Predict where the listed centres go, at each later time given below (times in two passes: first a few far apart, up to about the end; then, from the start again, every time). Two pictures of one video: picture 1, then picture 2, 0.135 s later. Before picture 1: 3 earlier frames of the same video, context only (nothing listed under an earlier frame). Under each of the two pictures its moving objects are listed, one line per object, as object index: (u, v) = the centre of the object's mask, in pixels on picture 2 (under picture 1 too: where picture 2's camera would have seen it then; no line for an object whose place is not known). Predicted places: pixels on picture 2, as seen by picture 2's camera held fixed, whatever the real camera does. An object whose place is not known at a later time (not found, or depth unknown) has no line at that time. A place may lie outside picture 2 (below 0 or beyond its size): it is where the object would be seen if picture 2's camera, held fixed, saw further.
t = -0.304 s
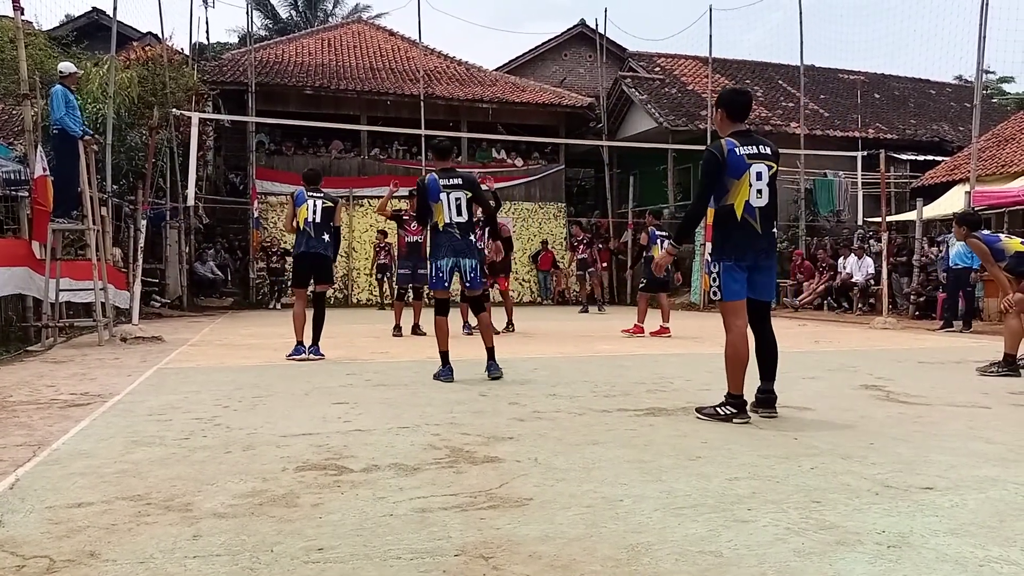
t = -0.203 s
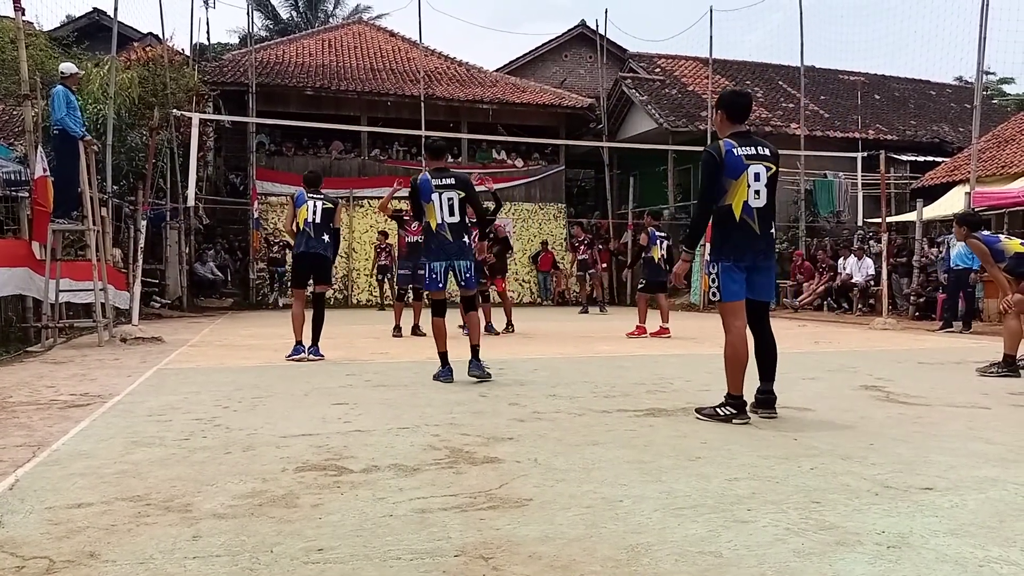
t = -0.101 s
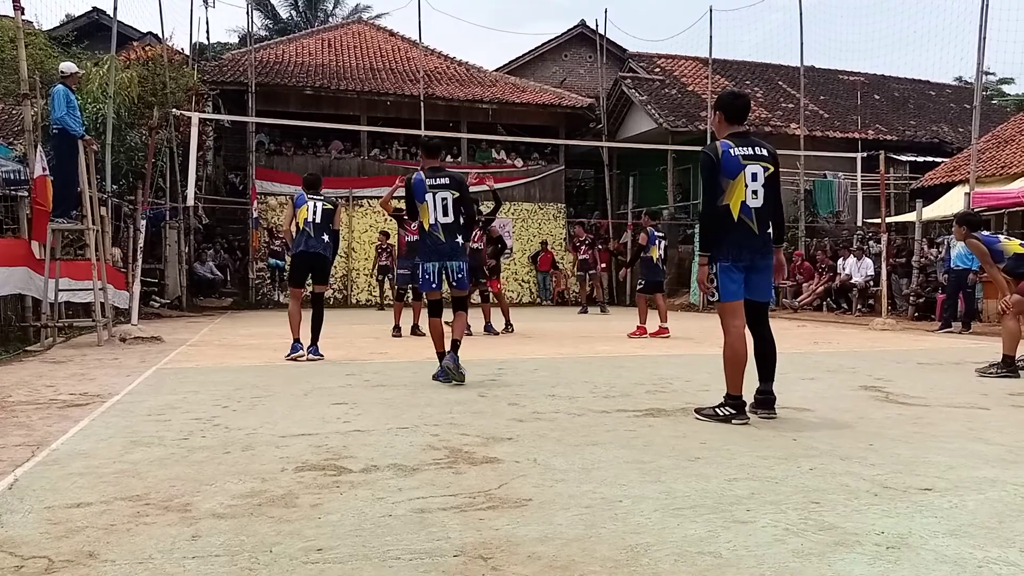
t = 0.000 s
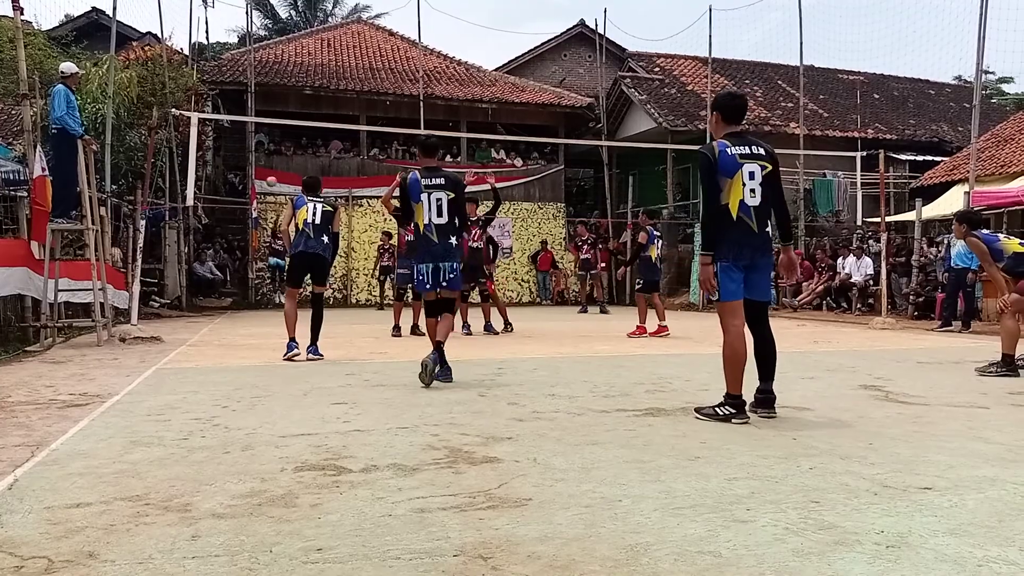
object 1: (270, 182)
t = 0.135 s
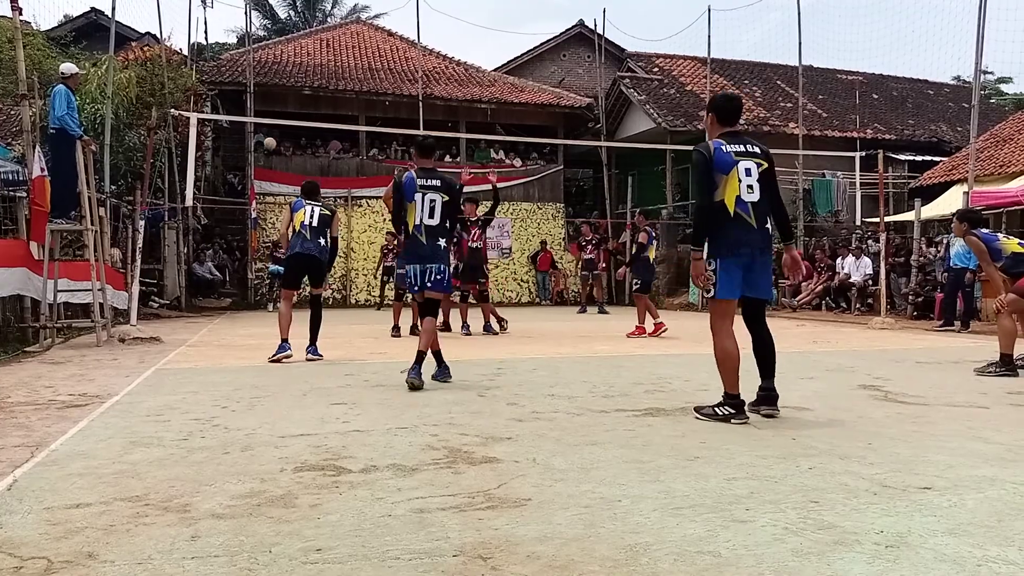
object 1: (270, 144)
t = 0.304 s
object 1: (268, 100)
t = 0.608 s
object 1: (264, 55)
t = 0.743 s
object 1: (262, 56)
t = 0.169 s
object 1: (270, 134)
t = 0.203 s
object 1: (269, 127)
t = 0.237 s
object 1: (269, 115)
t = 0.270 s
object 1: (269, 108)
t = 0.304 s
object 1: (268, 100)
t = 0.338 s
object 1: (268, 92)
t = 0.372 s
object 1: (268, 85)
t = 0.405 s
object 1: (267, 79)
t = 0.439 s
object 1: (267, 73)
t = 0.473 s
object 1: (266, 68)
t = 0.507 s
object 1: (266, 64)
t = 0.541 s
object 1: (265, 60)
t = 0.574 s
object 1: (265, 58)
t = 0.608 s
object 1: (264, 55)
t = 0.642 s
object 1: (264, 54)
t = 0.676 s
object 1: (264, 54)
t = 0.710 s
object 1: (263, 55)
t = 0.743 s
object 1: (262, 56)
